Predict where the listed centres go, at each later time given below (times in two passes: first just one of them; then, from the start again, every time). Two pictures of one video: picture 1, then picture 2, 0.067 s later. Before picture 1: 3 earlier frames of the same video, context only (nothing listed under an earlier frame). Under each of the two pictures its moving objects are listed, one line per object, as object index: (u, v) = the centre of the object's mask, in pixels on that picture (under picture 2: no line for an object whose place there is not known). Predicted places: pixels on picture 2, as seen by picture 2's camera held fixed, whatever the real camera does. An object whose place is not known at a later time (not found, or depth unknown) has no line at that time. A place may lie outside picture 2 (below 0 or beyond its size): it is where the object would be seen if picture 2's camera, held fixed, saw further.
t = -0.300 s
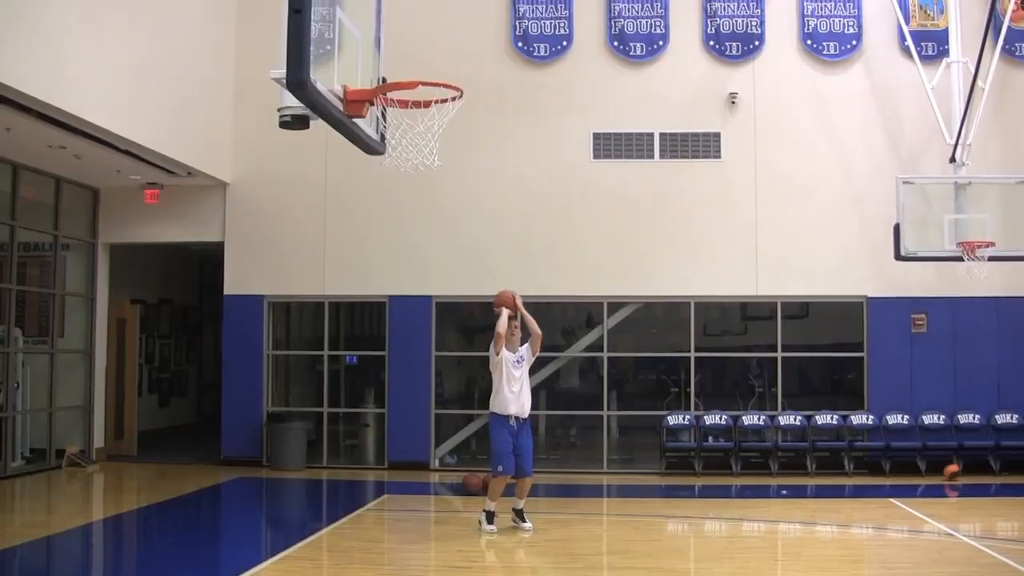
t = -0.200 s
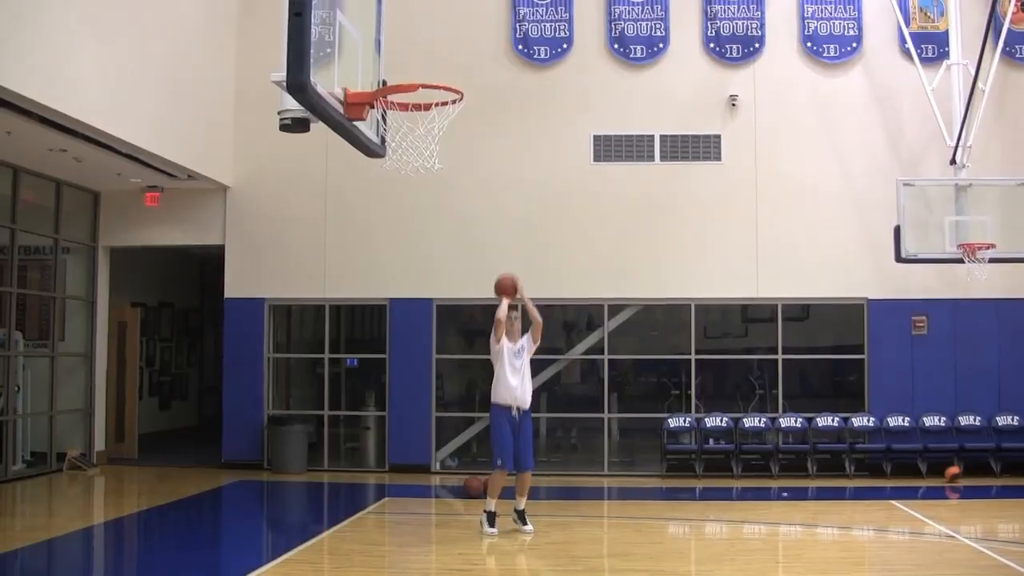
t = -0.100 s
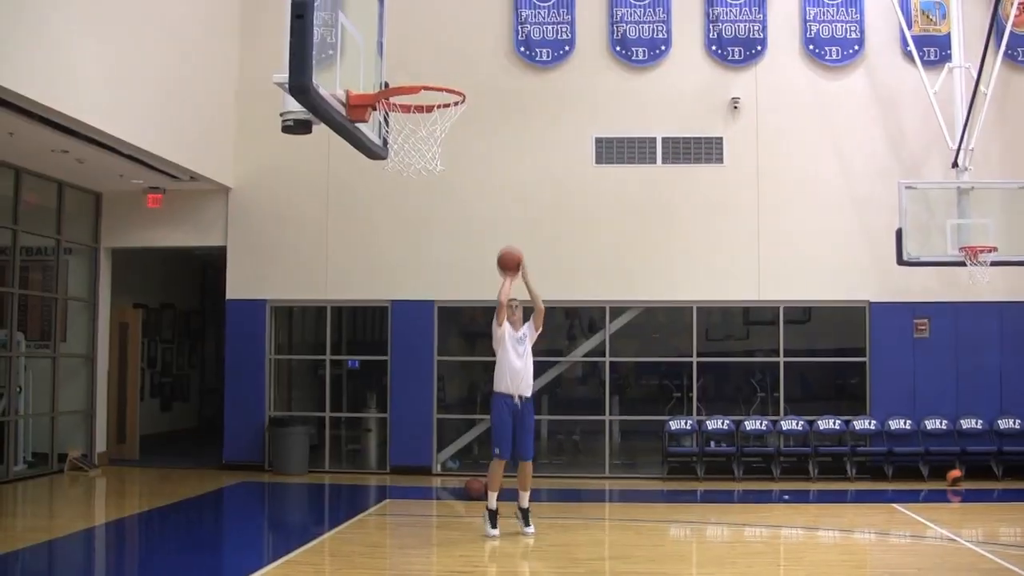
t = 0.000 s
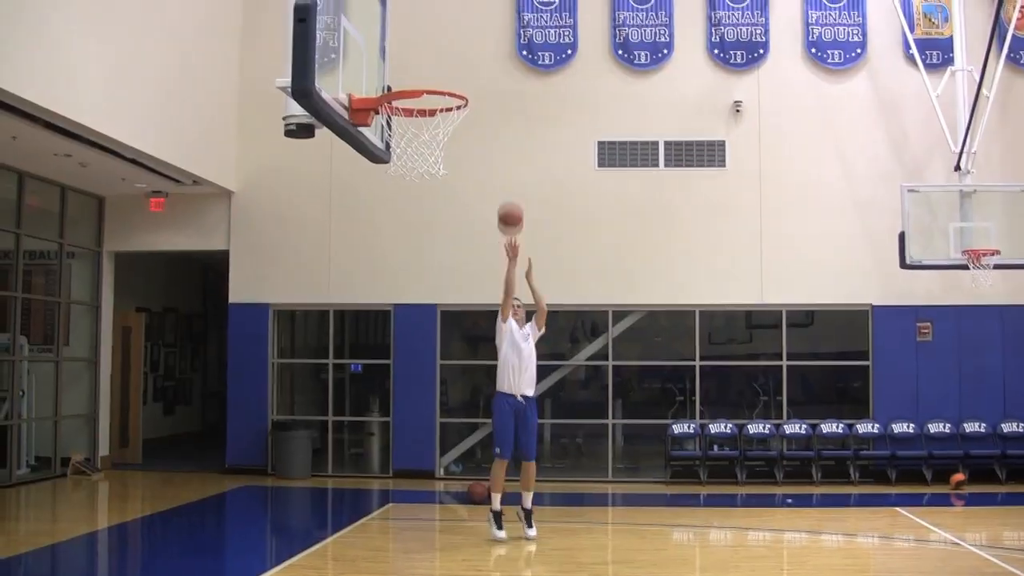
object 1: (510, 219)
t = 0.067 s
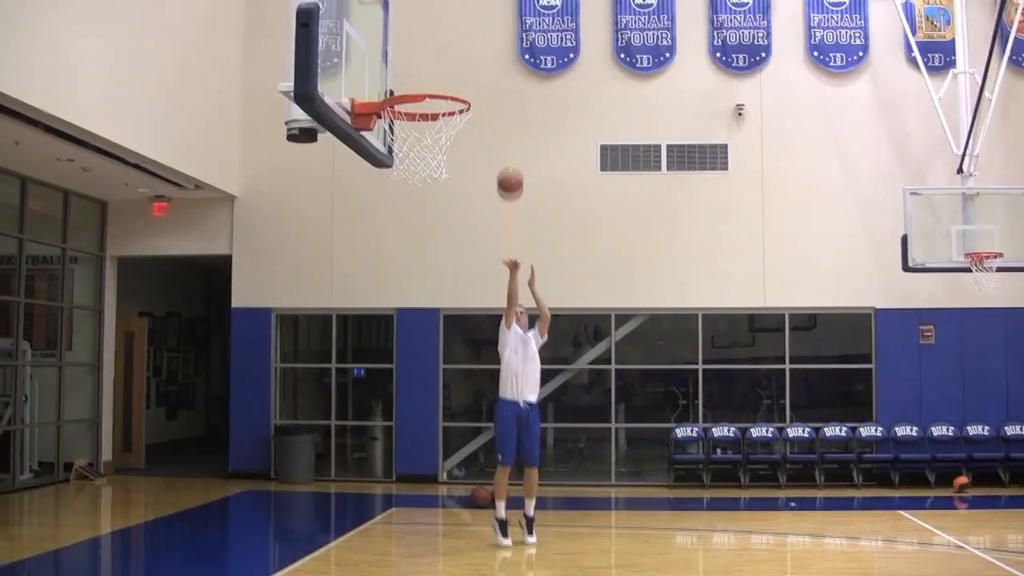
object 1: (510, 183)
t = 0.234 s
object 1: (501, 96)
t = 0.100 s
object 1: (508, 164)
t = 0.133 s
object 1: (507, 147)
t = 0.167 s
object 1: (505, 129)
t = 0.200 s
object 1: (503, 112)
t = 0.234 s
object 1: (501, 96)
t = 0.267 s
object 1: (499, 81)
